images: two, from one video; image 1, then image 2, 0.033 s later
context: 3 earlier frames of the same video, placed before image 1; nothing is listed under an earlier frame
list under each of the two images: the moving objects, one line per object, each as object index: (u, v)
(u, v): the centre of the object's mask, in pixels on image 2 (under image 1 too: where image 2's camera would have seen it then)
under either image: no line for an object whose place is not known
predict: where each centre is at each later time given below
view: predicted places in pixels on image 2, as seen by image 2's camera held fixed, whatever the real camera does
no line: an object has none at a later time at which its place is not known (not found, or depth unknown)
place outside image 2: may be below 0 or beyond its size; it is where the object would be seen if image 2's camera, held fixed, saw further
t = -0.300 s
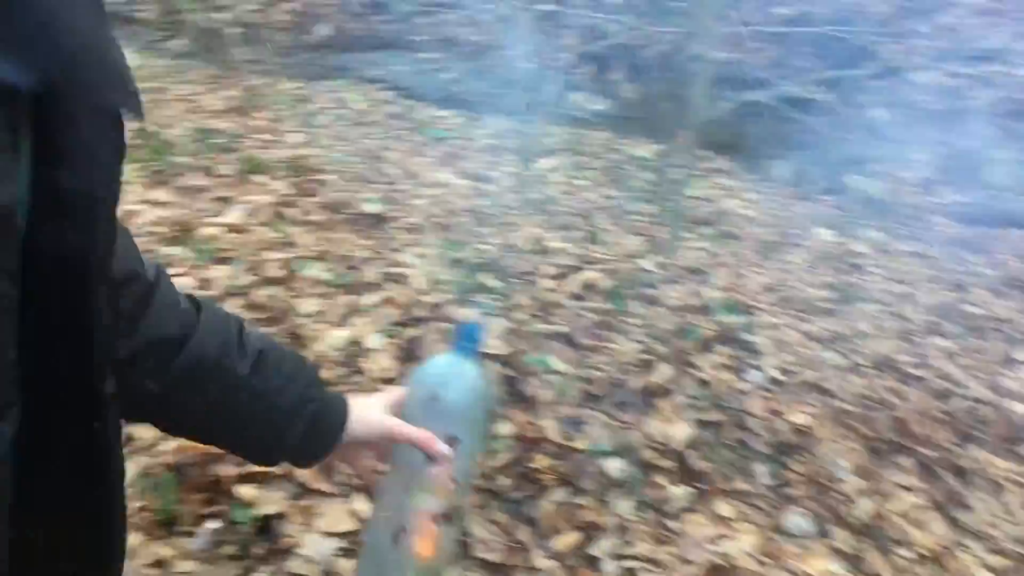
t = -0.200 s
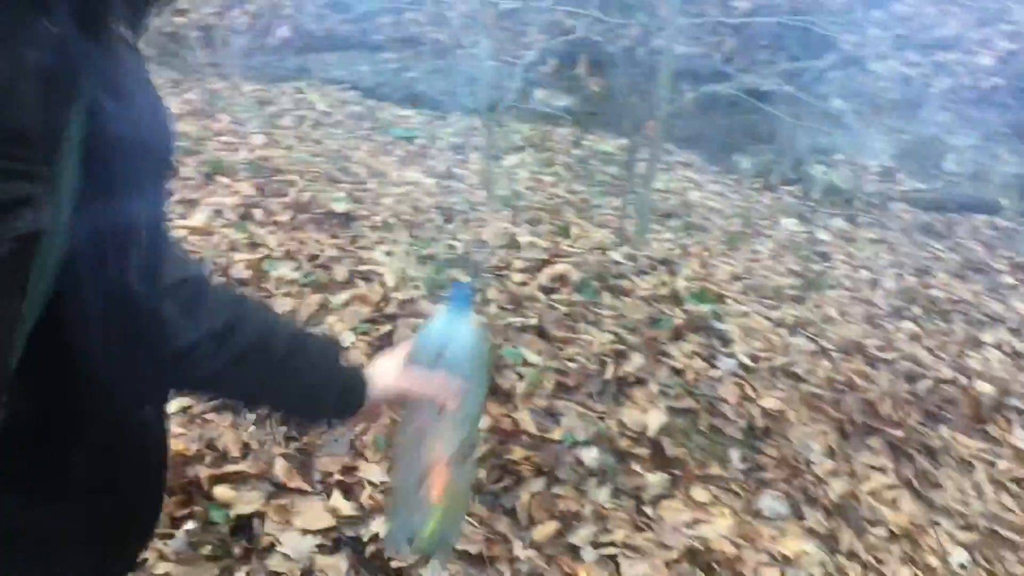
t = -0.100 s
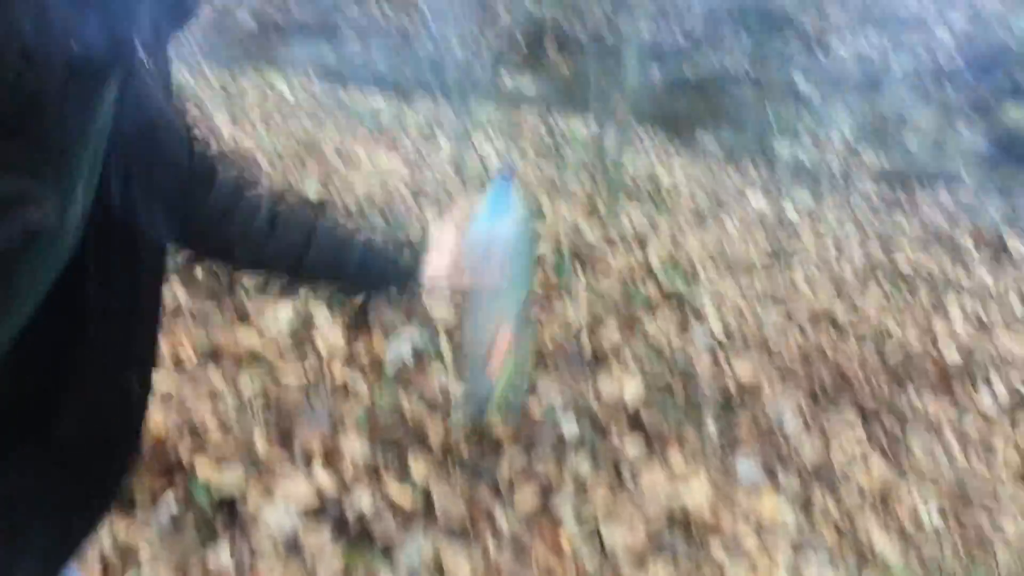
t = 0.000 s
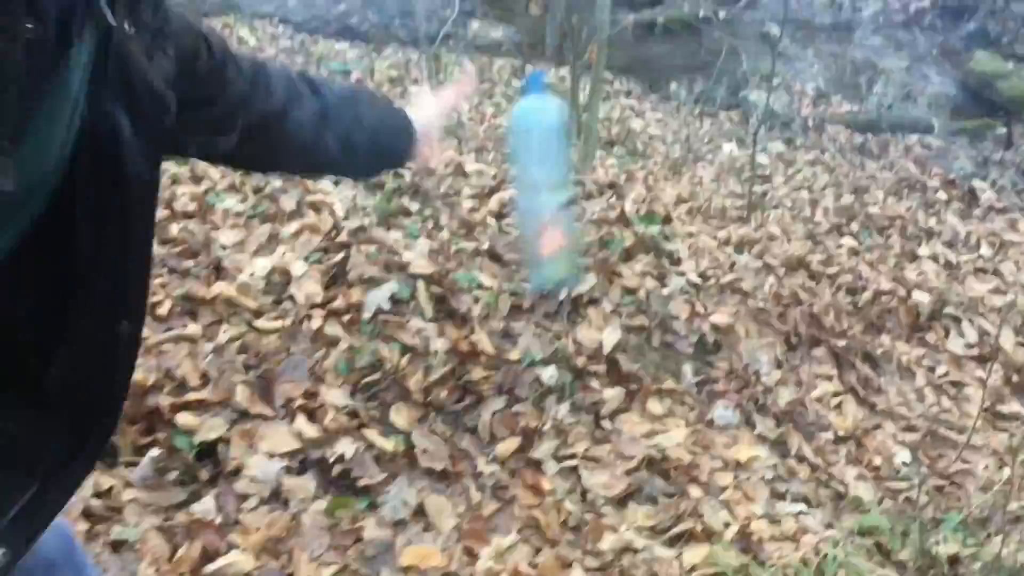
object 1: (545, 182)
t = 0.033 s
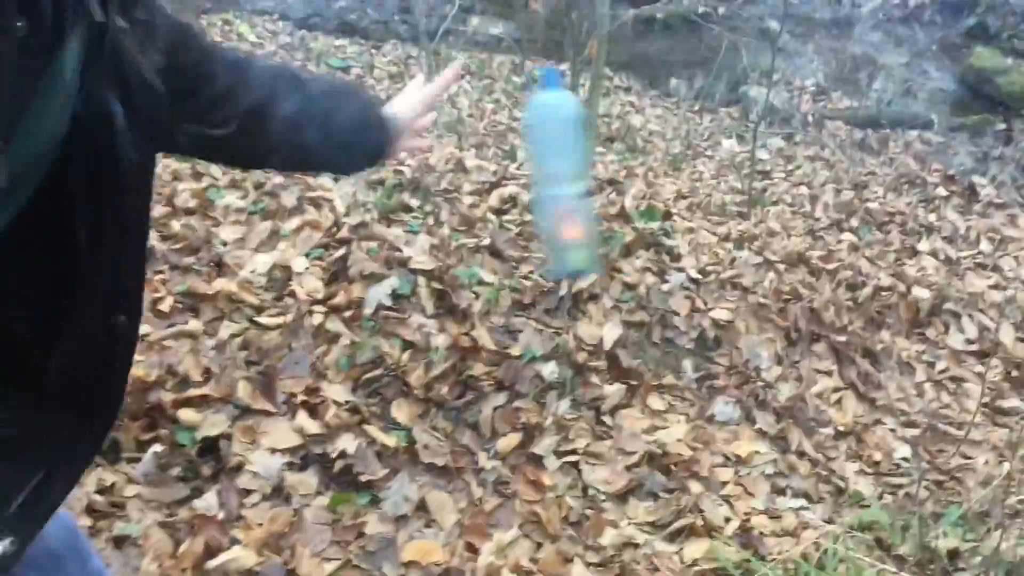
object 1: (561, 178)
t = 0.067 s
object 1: (579, 180)
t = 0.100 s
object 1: (593, 188)
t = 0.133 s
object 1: (605, 200)
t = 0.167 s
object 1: (615, 215)
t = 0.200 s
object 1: (624, 235)
